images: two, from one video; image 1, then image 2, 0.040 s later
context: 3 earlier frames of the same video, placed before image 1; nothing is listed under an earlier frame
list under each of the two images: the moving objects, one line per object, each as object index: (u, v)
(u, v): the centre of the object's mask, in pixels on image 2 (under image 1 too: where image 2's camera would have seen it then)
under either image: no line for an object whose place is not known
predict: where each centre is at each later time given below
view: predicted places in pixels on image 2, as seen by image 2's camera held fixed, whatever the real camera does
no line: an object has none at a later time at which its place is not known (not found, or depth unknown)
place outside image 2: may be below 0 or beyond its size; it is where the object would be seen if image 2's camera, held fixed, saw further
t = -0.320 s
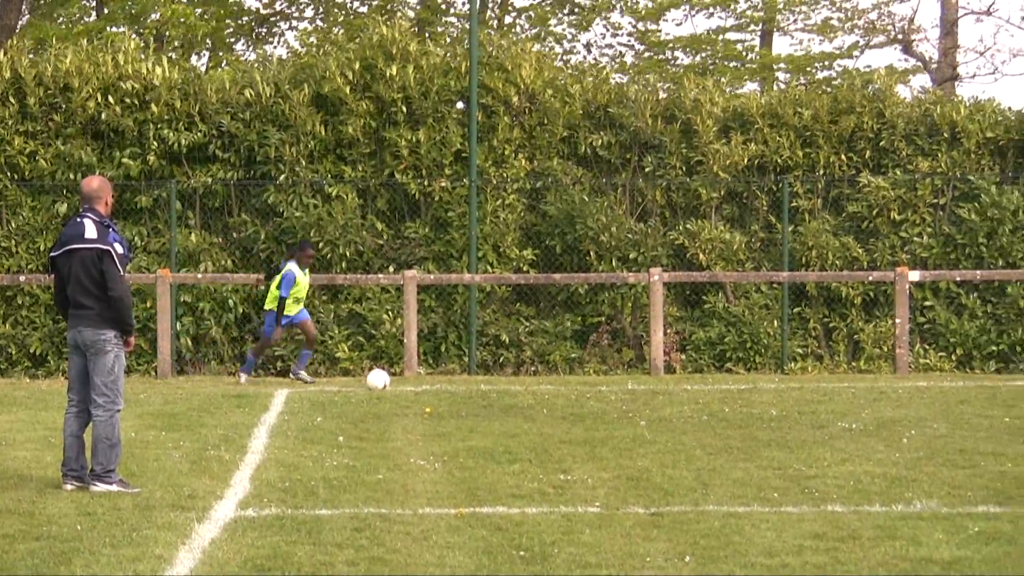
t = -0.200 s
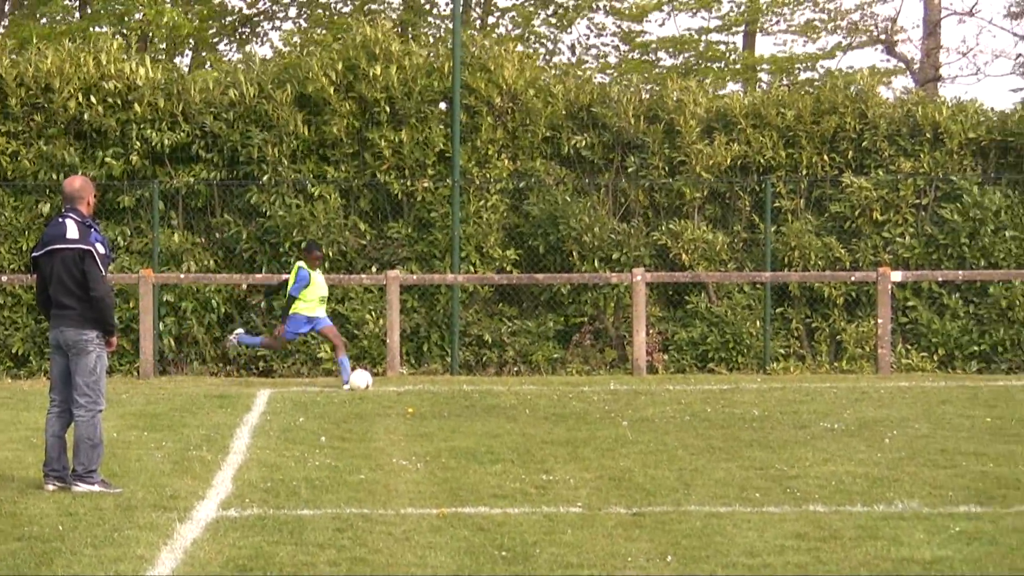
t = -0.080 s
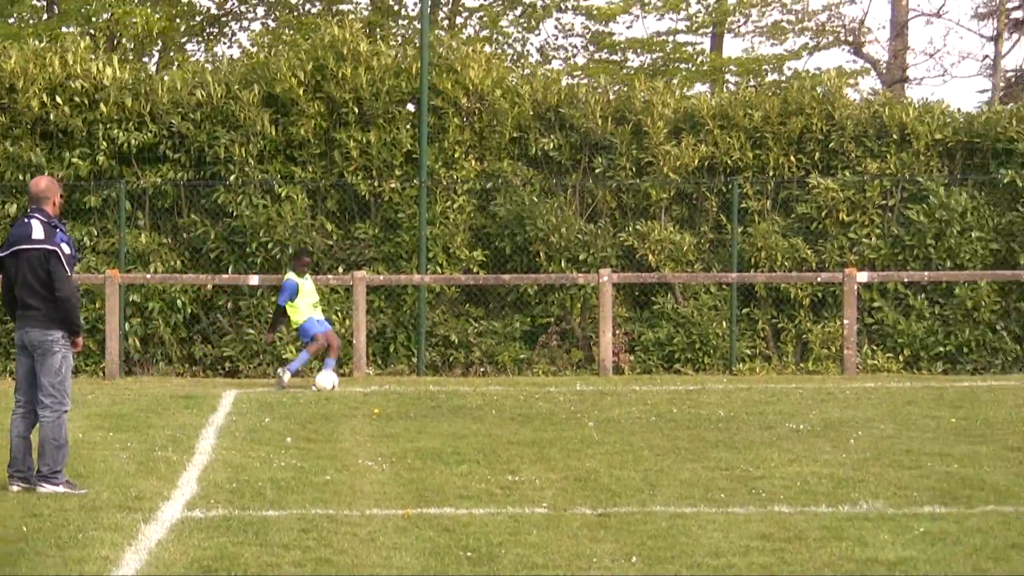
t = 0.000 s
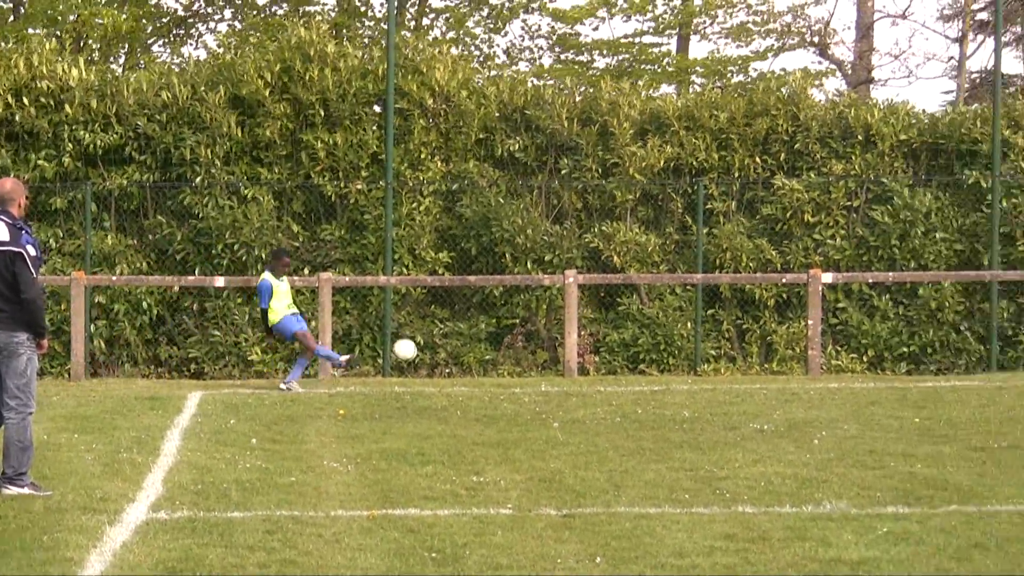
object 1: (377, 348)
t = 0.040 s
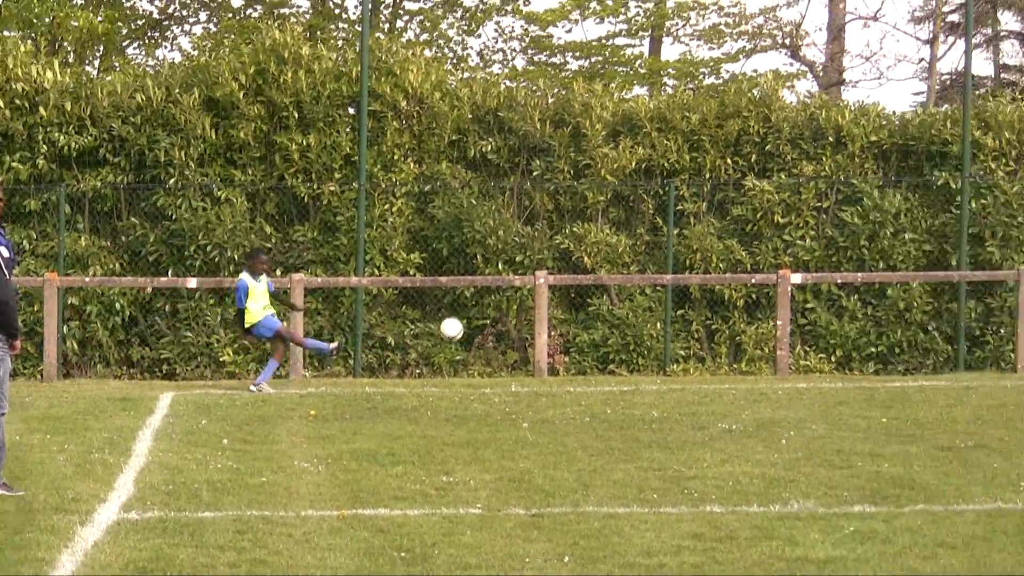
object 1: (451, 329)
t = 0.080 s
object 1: (525, 308)
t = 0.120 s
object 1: (599, 288)
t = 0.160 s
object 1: (673, 270)
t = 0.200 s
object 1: (748, 253)
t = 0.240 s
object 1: (822, 237)
